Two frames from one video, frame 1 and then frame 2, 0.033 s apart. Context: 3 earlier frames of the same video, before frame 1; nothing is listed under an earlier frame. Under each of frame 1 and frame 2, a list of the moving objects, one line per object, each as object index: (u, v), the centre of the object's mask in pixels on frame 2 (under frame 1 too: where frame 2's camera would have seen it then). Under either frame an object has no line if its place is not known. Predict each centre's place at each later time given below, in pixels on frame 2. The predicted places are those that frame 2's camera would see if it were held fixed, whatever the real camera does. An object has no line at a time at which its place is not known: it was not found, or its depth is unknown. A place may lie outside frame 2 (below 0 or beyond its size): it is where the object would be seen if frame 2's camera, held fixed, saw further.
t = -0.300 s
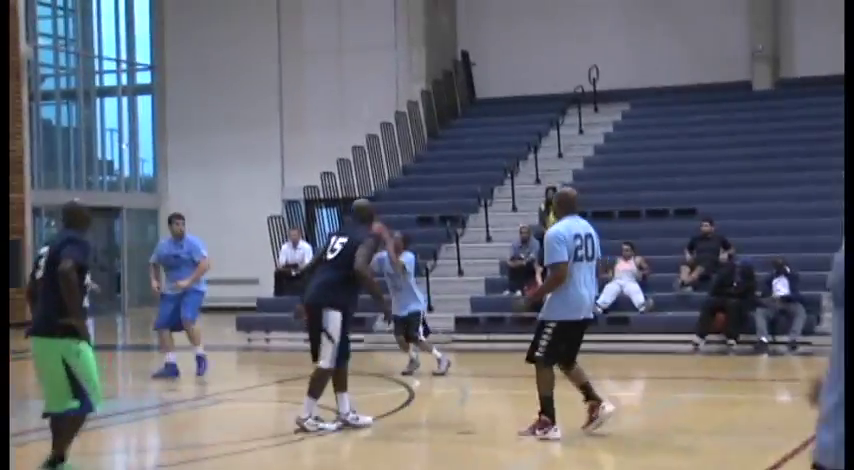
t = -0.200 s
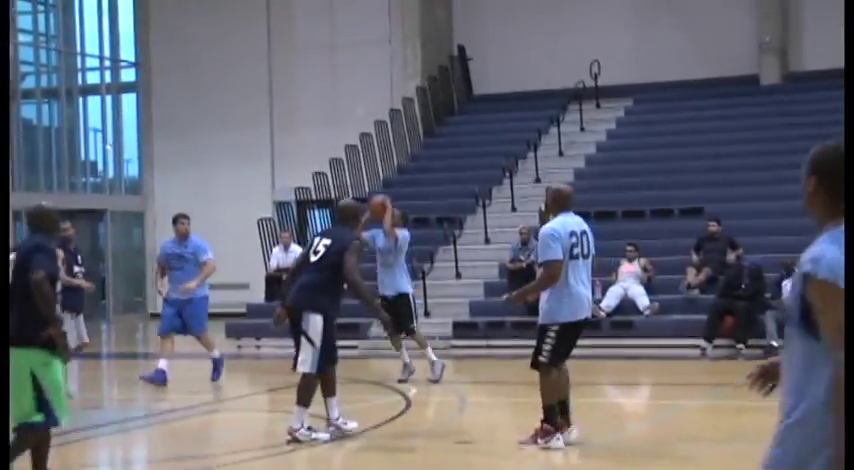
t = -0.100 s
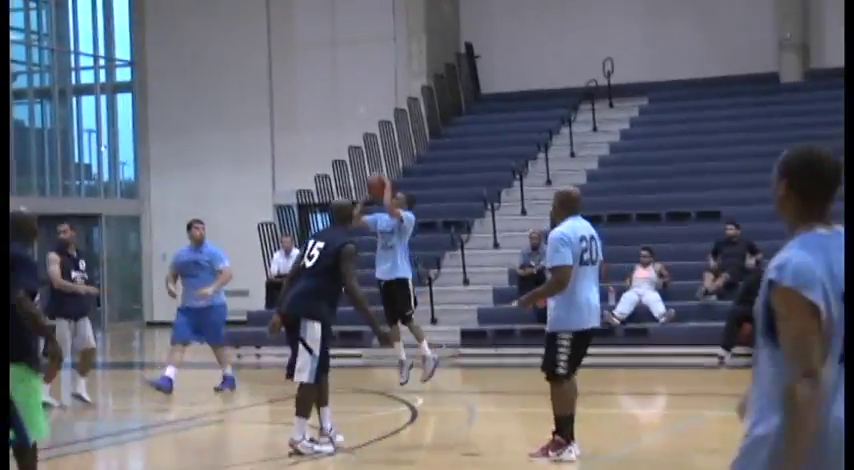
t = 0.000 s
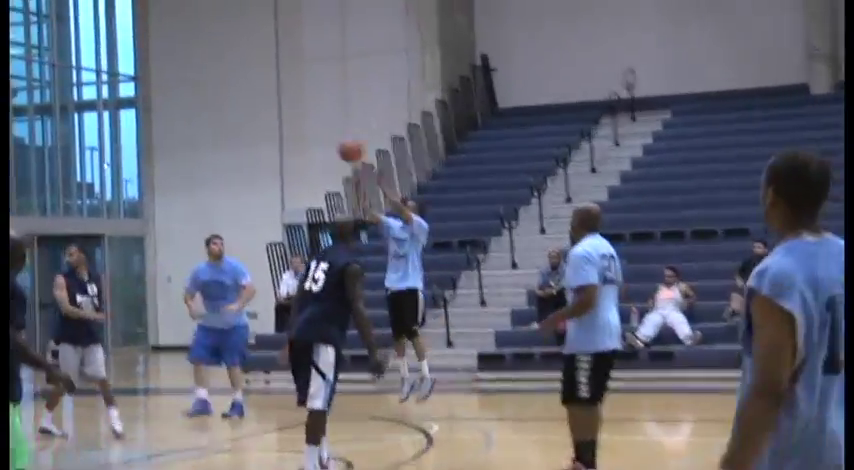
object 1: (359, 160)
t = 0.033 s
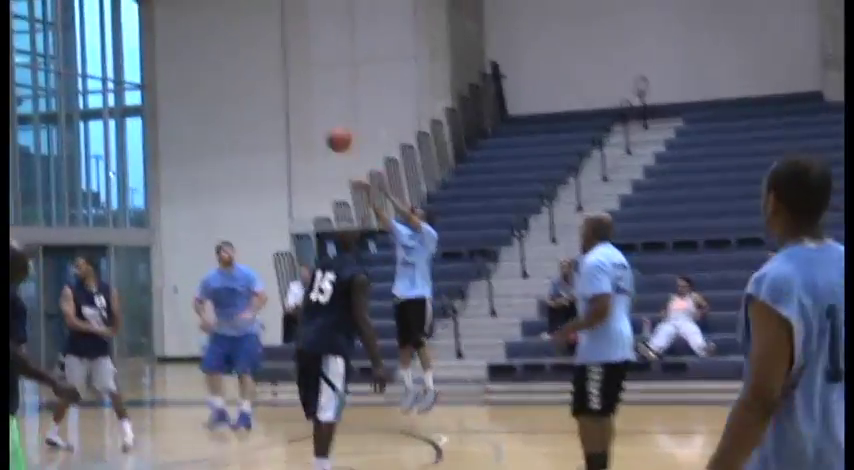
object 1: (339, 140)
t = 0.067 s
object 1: (319, 123)
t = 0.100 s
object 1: (300, 108)
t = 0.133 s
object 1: (280, 91)
